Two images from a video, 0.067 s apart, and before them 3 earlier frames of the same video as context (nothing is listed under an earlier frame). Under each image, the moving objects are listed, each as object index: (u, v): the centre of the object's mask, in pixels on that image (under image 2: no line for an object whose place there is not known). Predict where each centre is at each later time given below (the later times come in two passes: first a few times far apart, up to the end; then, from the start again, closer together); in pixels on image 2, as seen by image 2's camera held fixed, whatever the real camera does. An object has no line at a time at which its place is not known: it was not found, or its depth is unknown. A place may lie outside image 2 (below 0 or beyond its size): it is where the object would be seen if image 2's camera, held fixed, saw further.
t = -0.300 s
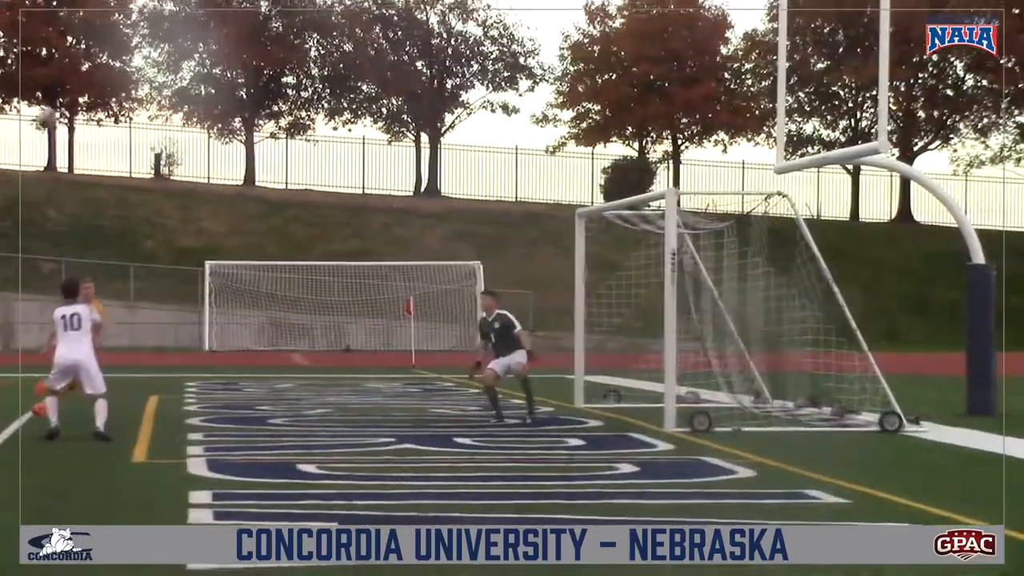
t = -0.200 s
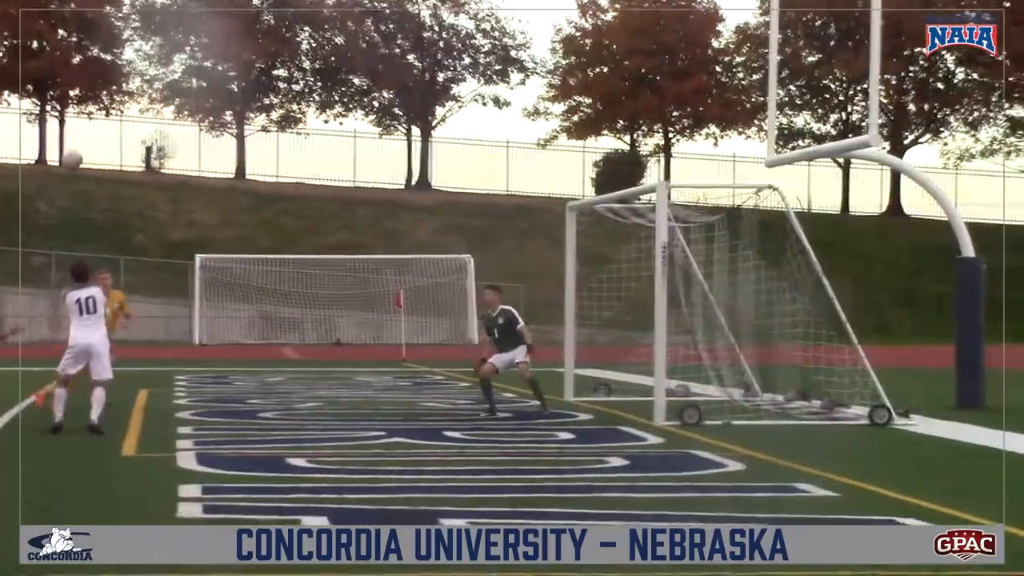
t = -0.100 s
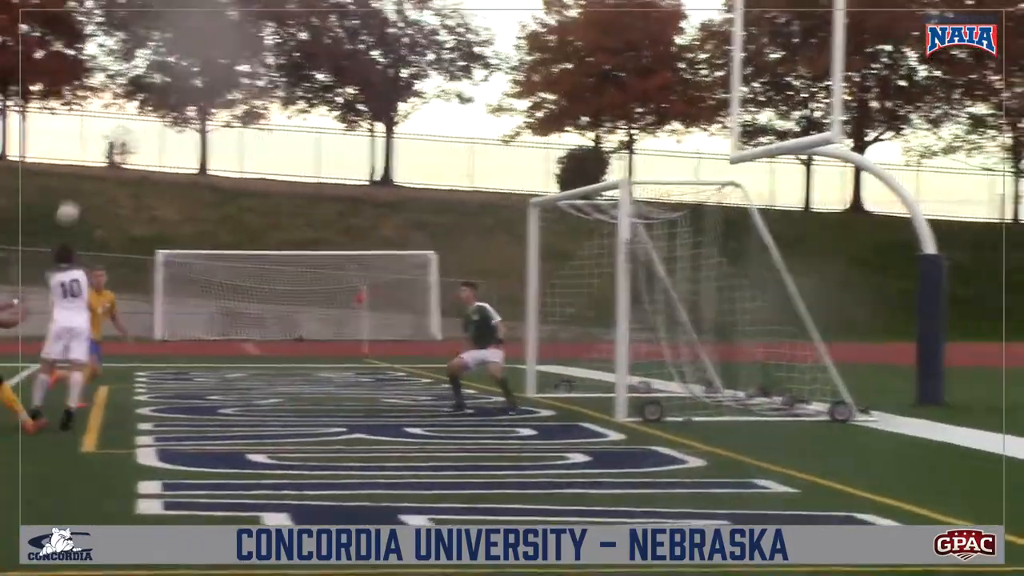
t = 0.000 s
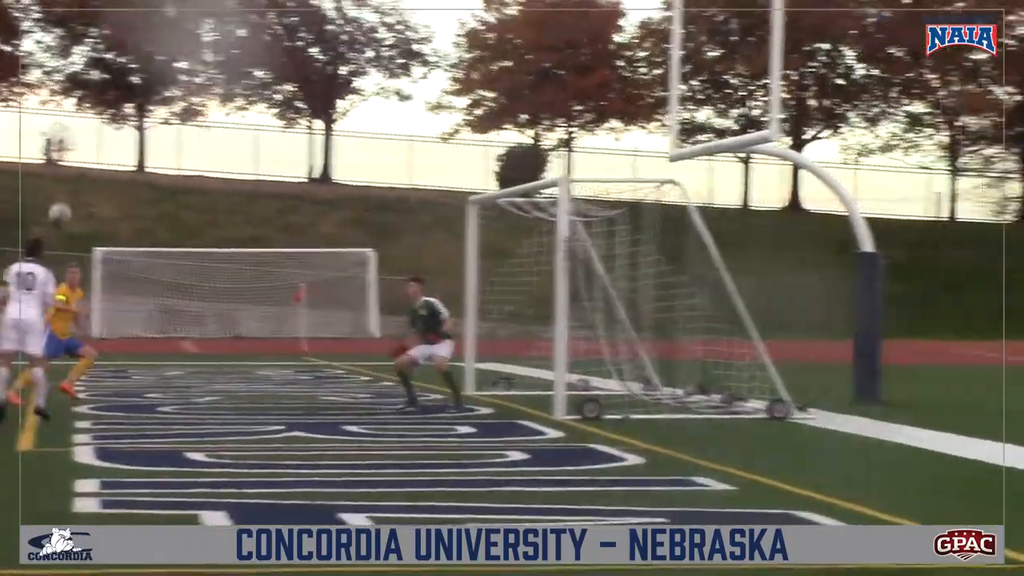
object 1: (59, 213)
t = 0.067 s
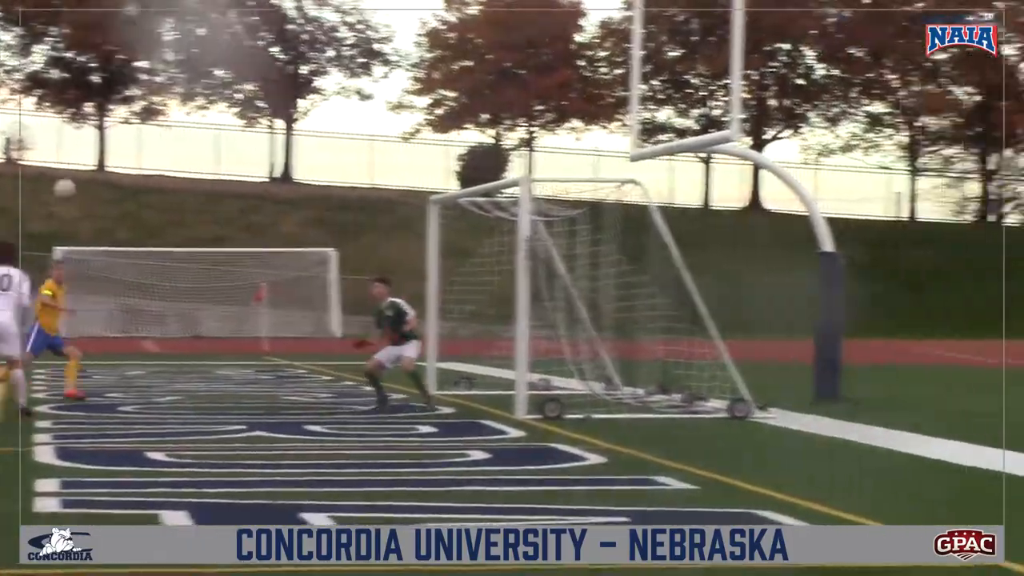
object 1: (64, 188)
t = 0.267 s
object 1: (189, 148)
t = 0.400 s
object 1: (263, 143)
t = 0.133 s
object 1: (107, 169)
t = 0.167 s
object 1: (130, 164)
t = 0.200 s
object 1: (150, 158)
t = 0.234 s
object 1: (170, 152)
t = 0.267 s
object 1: (189, 148)
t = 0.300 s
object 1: (209, 145)
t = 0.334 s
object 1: (227, 143)
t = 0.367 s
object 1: (245, 142)
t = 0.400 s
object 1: (263, 143)
